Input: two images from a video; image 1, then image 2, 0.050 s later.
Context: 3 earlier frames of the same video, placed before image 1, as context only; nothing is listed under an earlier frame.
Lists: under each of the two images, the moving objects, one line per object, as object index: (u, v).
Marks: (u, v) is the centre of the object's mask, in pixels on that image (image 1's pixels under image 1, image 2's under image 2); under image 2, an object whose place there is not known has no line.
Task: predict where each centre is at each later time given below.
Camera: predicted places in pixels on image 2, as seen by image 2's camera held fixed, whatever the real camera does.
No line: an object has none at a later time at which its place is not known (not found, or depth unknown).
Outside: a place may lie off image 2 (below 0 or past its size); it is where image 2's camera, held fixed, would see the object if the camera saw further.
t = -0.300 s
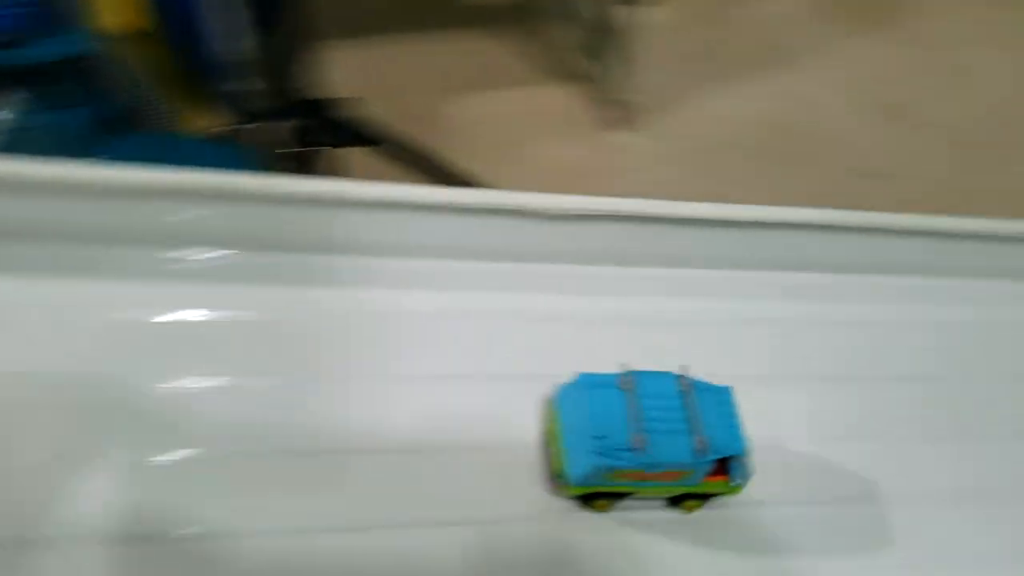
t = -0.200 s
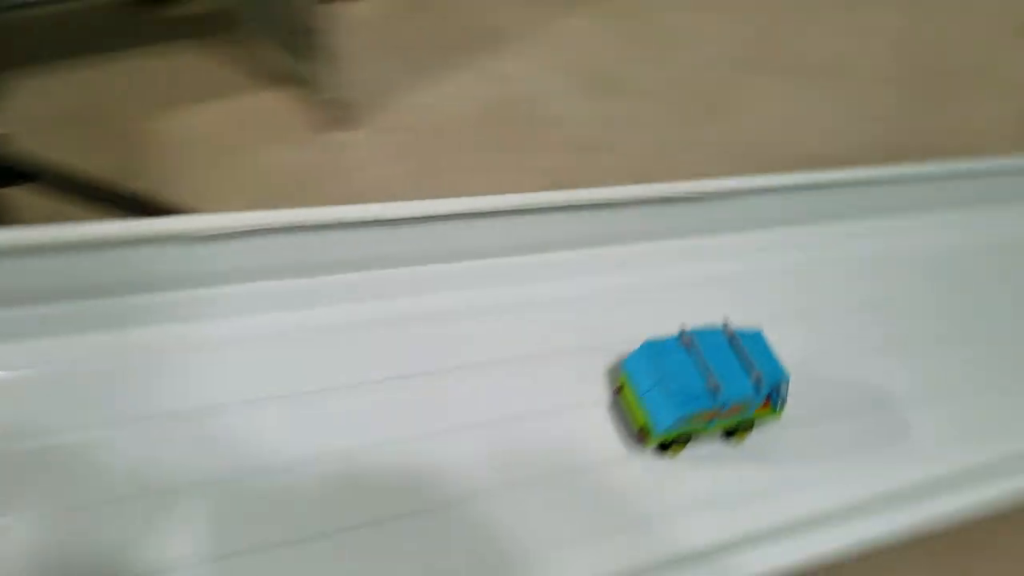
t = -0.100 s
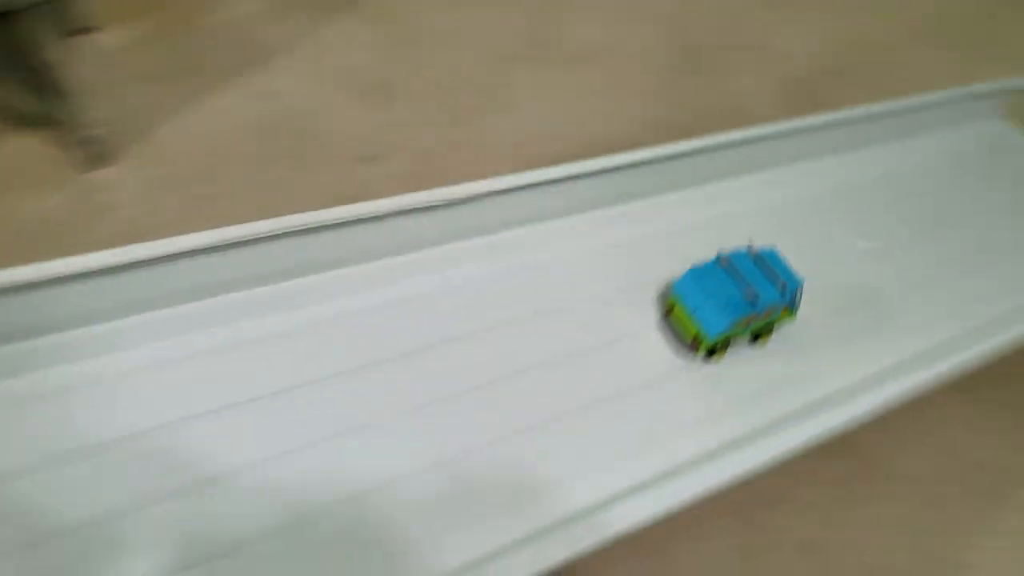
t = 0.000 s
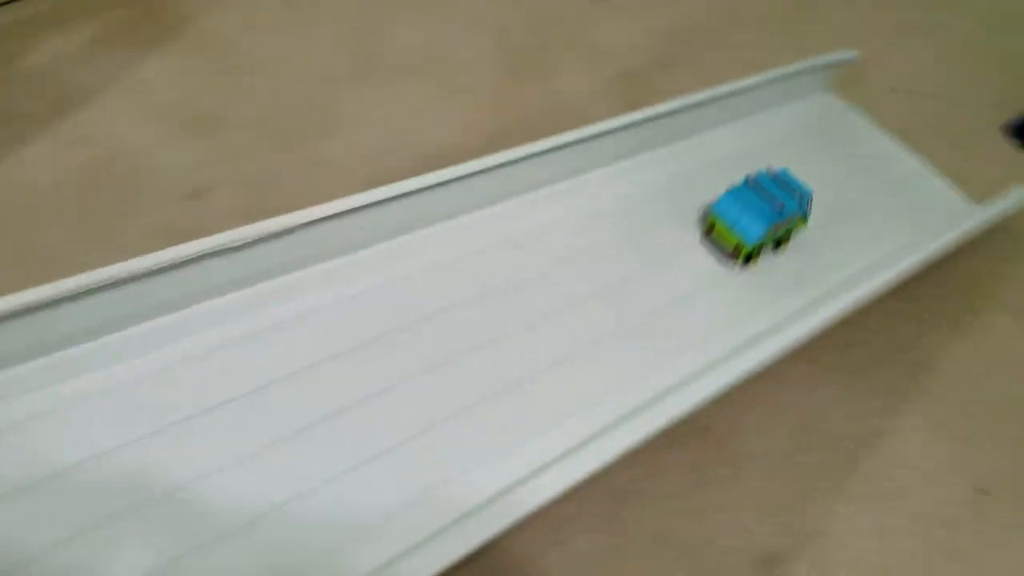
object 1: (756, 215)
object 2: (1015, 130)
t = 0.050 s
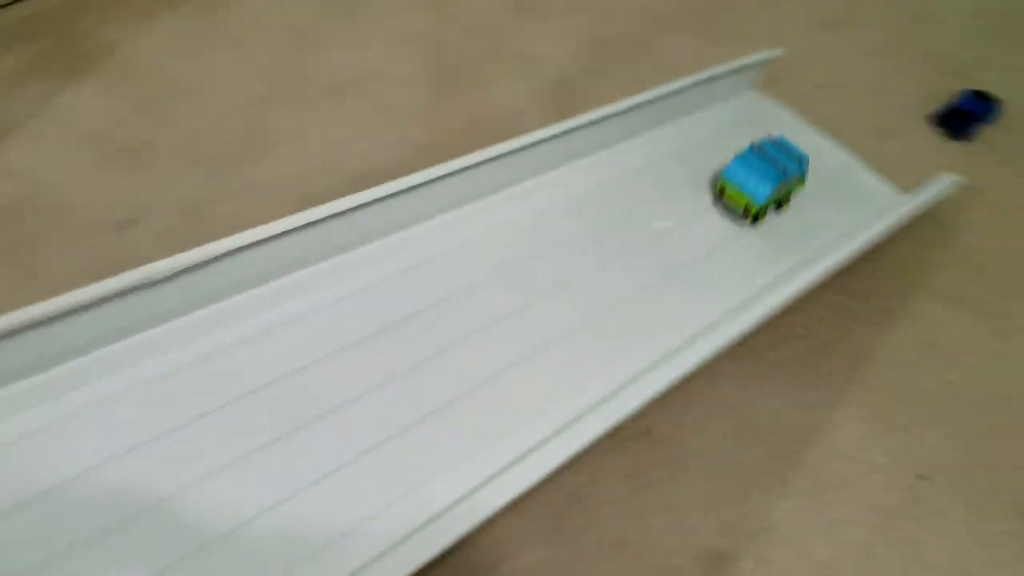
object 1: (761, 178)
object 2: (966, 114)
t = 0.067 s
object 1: (781, 167)
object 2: (967, 114)
